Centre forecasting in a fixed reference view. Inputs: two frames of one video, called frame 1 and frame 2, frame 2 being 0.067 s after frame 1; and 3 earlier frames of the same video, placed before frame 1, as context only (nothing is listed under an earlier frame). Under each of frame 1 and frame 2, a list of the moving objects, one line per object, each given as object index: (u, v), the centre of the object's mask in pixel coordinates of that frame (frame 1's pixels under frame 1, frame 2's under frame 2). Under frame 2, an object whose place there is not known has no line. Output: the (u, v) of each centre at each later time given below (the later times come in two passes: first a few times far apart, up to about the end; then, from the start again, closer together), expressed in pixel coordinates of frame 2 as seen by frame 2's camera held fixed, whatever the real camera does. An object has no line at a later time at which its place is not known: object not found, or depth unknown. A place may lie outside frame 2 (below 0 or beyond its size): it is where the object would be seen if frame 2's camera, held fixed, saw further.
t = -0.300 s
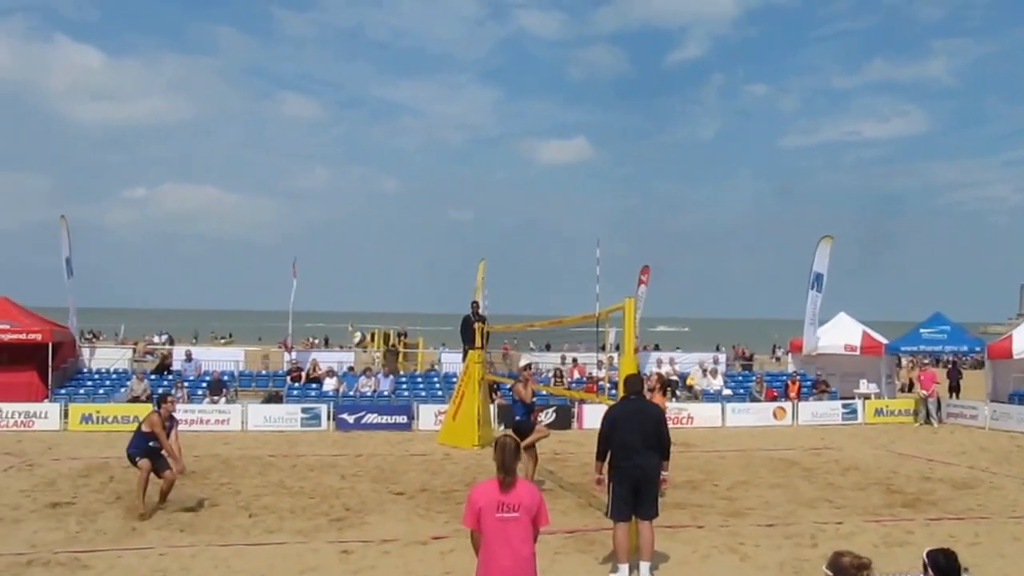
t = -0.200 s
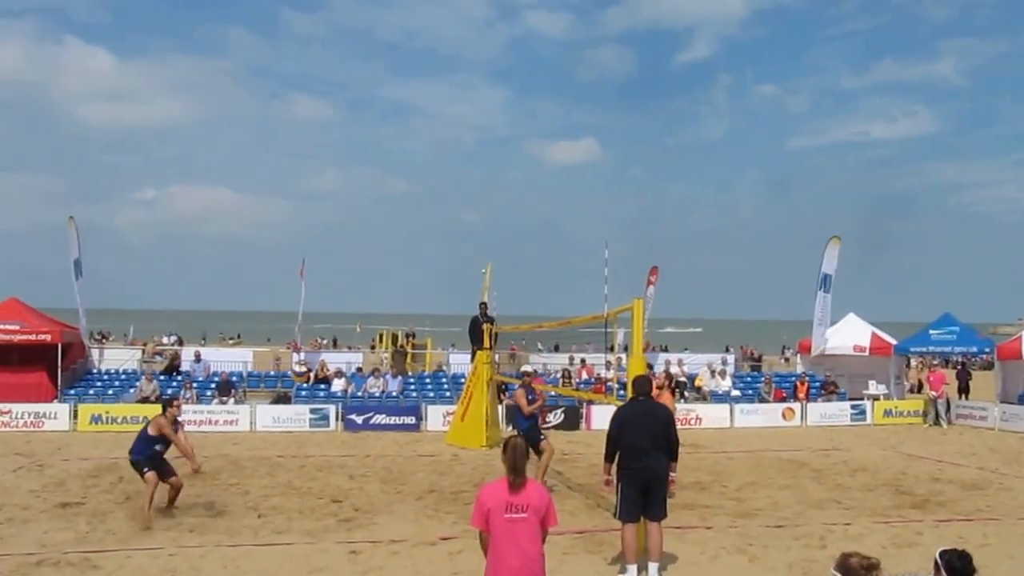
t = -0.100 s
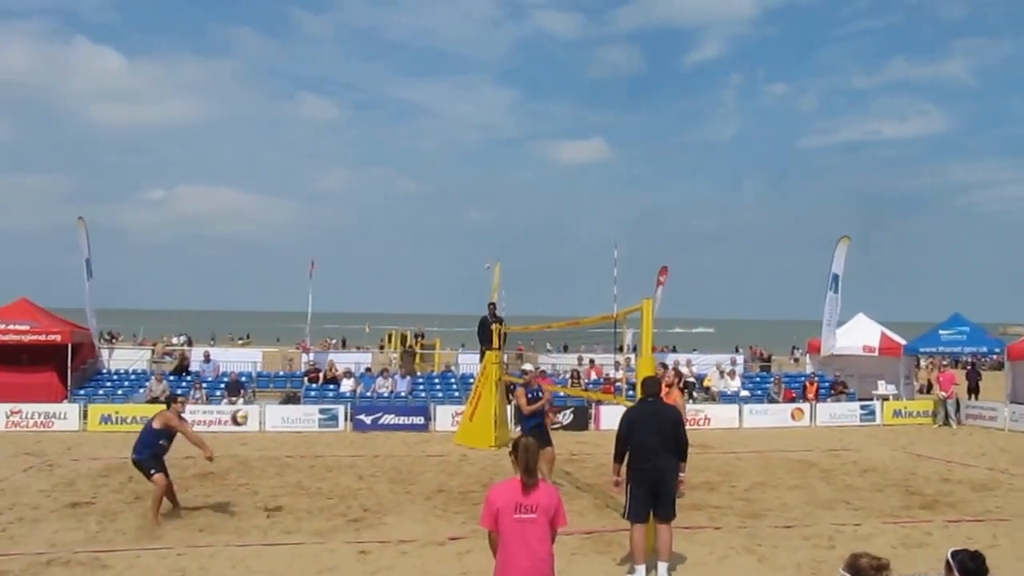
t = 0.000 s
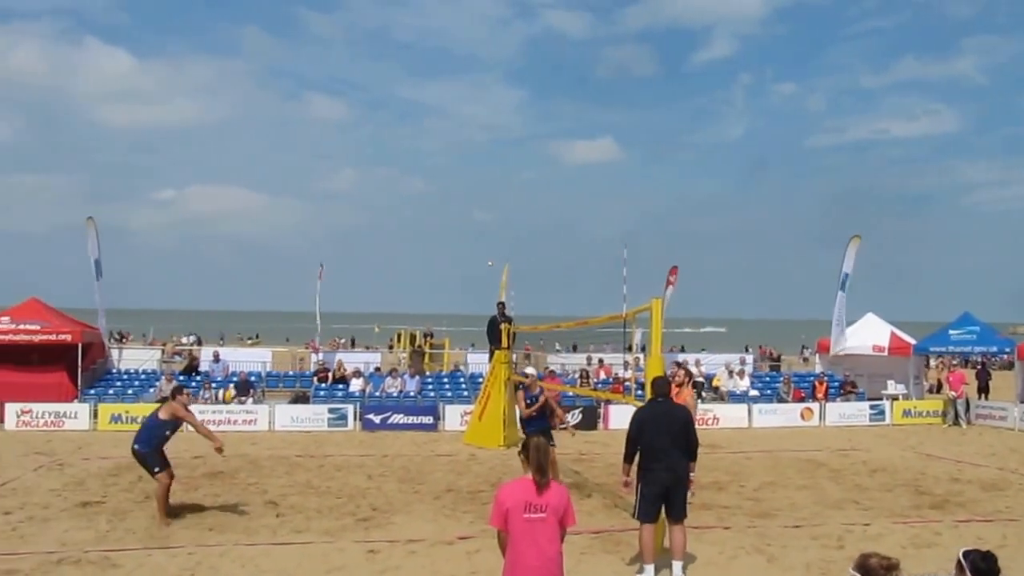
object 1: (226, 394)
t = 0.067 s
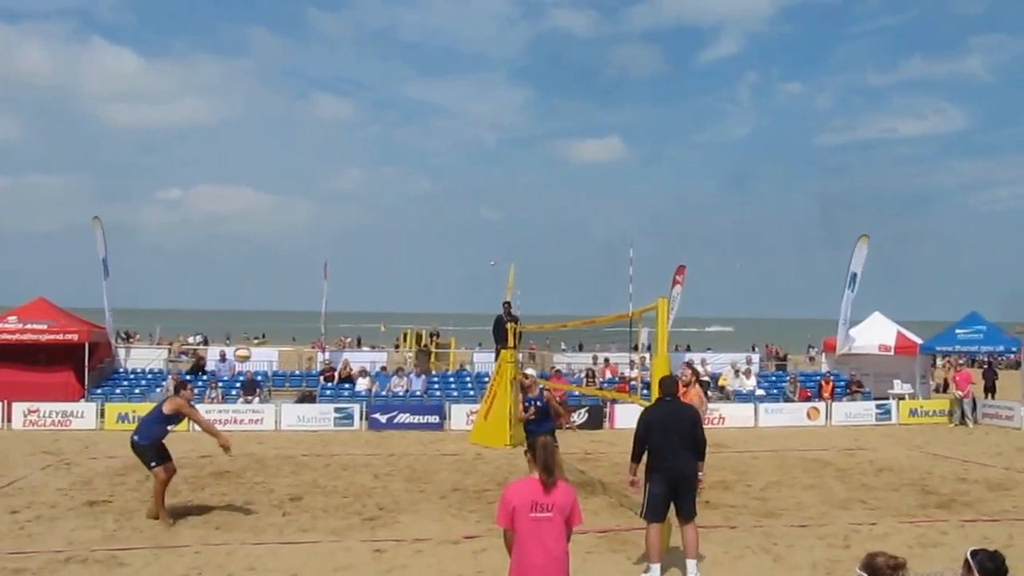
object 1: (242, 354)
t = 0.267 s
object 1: (268, 256)
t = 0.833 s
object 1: (309, 179)
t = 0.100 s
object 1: (247, 334)
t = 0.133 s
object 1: (252, 315)
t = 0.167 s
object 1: (256, 300)
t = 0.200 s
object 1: (260, 284)
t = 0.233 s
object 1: (264, 270)
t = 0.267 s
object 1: (268, 256)
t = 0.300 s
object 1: (271, 245)
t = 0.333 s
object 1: (275, 233)
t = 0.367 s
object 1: (277, 224)
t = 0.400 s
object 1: (280, 215)
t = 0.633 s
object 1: (297, 177)
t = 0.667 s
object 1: (299, 175)
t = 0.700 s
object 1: (301, 174)
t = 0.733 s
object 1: (303, 174)
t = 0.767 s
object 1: (305, 174)
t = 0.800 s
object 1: (307, 176)
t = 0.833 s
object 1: (309, 179)
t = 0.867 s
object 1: (310, 182)
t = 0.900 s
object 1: (312, 185)
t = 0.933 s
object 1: (314, 192)
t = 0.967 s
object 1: (315, 196)
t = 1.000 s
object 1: (316, 203)
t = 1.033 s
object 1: (317, 210)
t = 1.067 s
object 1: (318, 218)
